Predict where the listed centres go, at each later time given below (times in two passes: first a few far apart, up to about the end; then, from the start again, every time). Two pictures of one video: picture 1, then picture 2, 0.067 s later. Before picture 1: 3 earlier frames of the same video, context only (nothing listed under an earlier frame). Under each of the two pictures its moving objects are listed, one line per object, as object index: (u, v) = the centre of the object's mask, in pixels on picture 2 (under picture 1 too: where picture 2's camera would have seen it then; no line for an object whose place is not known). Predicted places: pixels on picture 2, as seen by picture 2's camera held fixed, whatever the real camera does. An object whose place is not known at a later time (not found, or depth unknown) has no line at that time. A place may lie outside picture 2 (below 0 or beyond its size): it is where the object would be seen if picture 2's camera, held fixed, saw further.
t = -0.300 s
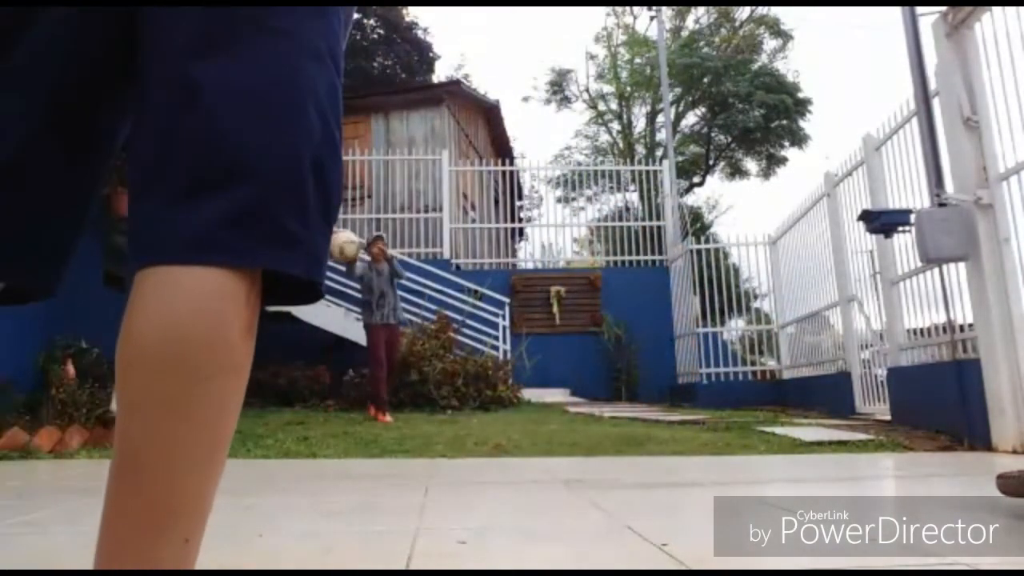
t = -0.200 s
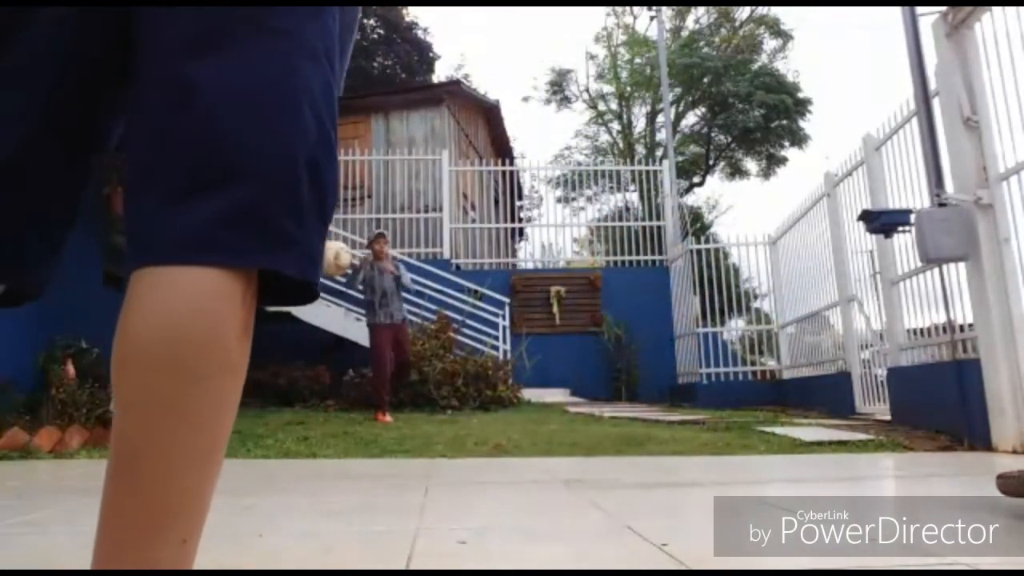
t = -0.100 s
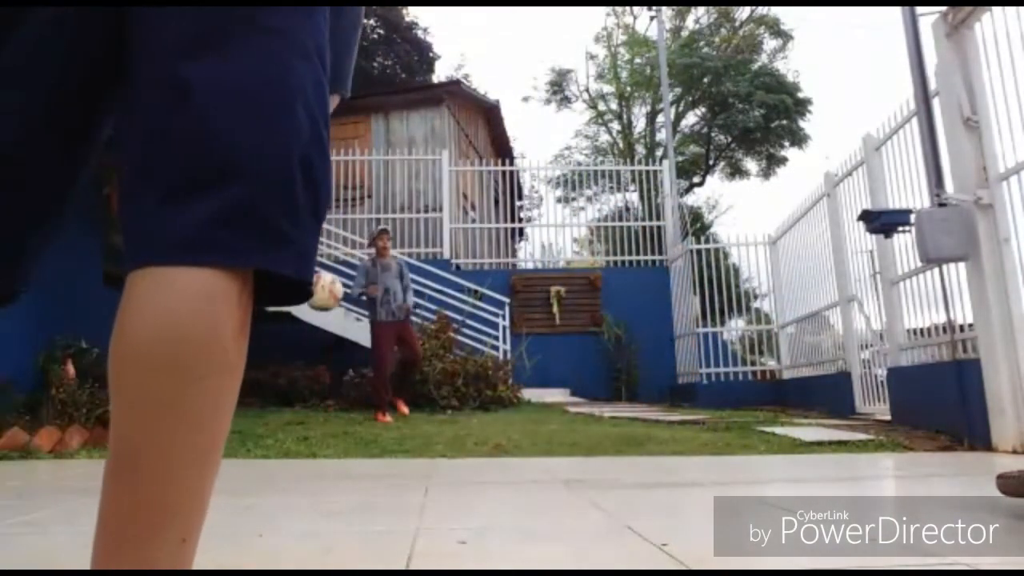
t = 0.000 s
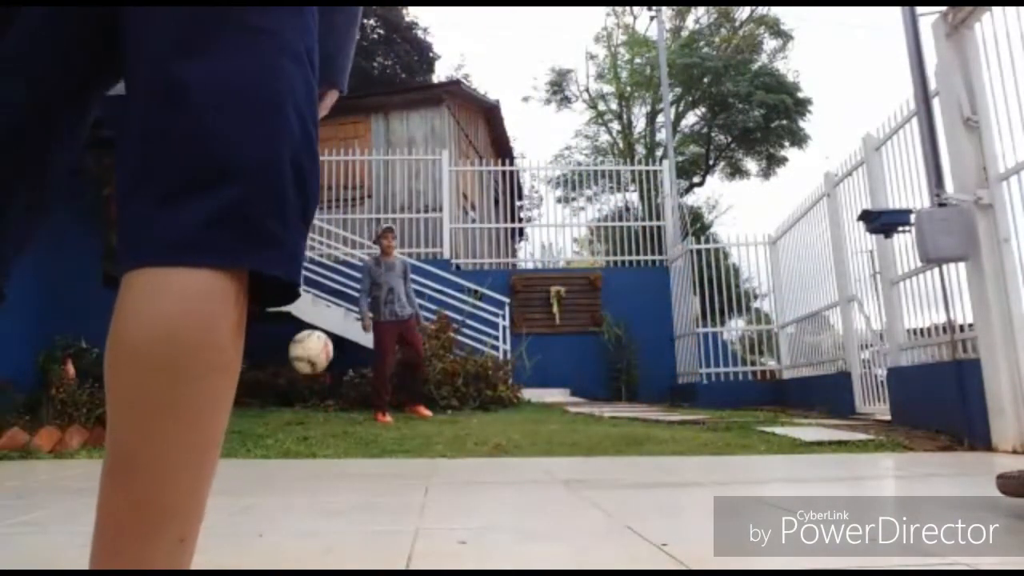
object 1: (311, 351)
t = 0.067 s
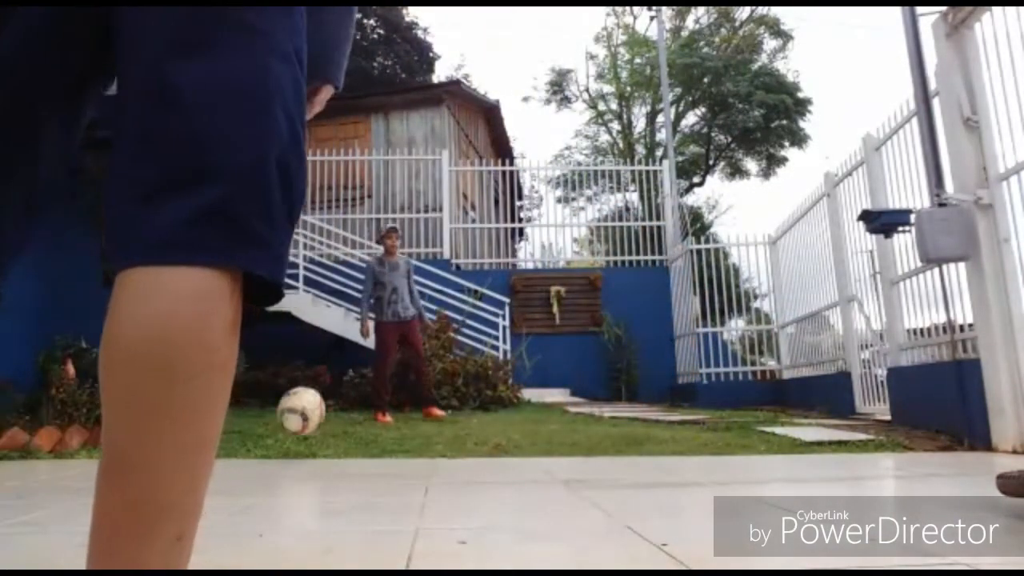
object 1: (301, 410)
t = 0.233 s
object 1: (294, 365)
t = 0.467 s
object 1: (288, 309)
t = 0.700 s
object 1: (281, 387)
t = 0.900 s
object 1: (284, 400)
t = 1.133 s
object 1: (299, 412)
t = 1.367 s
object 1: (317, 429)
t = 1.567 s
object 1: (339, 460)
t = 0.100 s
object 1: (296, 441)
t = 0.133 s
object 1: (296, 420)
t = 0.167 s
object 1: (295, 400)
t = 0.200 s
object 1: (295, 381)
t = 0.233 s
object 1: (294, 365)
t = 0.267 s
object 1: (294, 350)
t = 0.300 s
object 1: (293, 338)
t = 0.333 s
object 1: (292, 328)
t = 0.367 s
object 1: (290, 318)
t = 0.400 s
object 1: (289, 313)
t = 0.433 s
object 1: (289, 310)
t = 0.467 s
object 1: (288, 309)
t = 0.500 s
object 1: (287, 310)
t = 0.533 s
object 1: (287, 315)
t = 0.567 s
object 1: (286, 321)
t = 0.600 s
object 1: (284, 331)
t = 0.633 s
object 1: (284, 348)
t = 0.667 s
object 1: (282, 365)
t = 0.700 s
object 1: (281, 387)
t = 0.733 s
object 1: (280, 413)
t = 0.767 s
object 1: (278, 442)
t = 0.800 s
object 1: (278, 442)
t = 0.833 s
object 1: (280, 426)
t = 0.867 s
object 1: (282, 411)
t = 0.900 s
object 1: (284, 400)
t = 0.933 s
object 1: (286, 391)
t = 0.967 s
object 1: (288, 385)
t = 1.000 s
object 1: (290, 383)
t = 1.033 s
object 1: (292, 385)
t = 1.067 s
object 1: (294, 390)
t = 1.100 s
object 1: (297, 399)
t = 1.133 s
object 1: (299, 412)
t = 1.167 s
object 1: (301, 430)
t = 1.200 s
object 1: (304, 455)
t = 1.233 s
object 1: (306, 458)
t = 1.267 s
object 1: (309, 445)
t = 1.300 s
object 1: (311, 436)
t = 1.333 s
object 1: (314, 430)
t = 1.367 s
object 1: (317, 429)
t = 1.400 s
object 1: (320, 431)
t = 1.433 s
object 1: (323, 438)
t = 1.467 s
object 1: (326, 452)
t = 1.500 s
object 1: (329, 471)
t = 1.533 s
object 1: (334, 469)
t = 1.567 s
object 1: (339, 460)
